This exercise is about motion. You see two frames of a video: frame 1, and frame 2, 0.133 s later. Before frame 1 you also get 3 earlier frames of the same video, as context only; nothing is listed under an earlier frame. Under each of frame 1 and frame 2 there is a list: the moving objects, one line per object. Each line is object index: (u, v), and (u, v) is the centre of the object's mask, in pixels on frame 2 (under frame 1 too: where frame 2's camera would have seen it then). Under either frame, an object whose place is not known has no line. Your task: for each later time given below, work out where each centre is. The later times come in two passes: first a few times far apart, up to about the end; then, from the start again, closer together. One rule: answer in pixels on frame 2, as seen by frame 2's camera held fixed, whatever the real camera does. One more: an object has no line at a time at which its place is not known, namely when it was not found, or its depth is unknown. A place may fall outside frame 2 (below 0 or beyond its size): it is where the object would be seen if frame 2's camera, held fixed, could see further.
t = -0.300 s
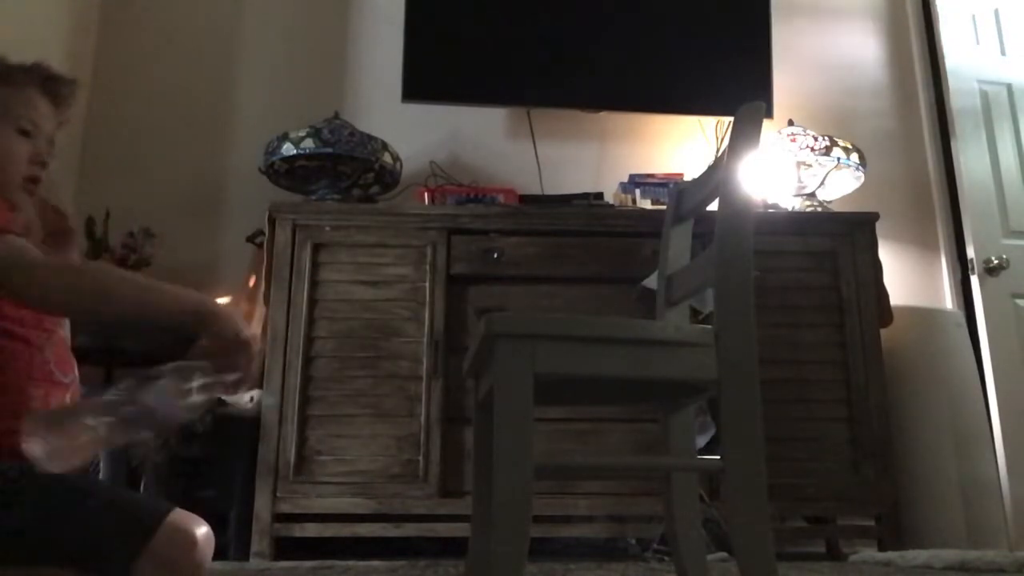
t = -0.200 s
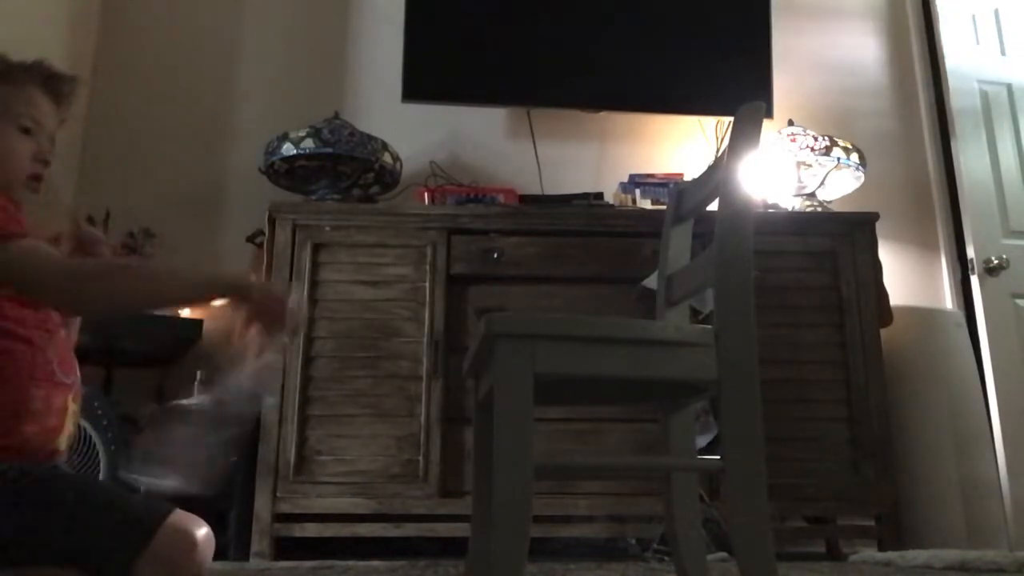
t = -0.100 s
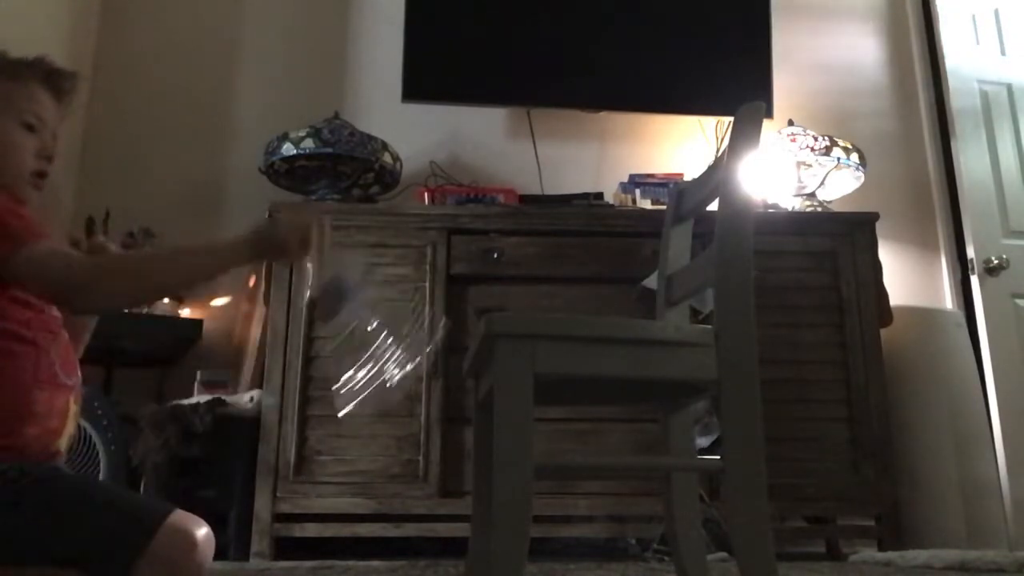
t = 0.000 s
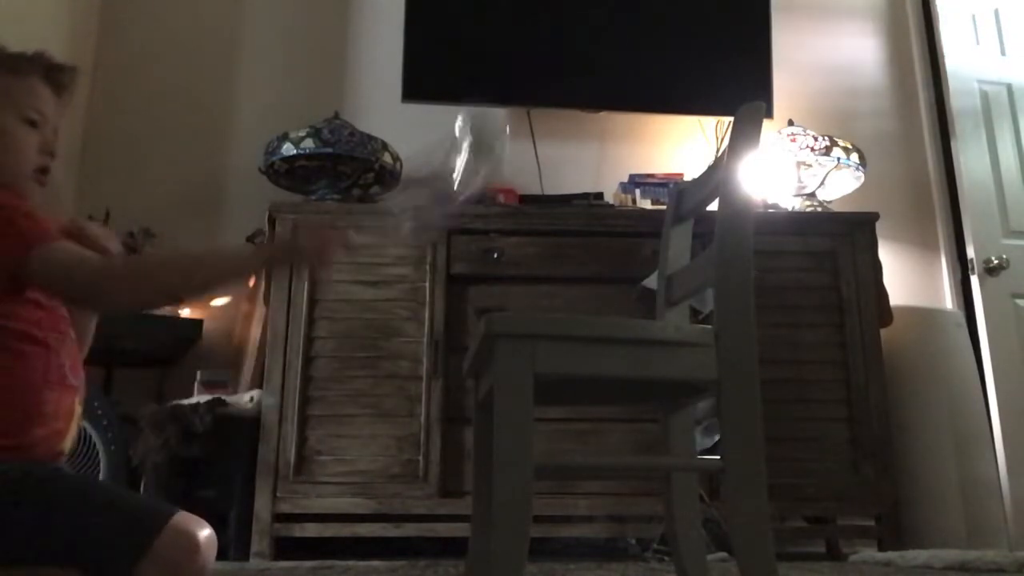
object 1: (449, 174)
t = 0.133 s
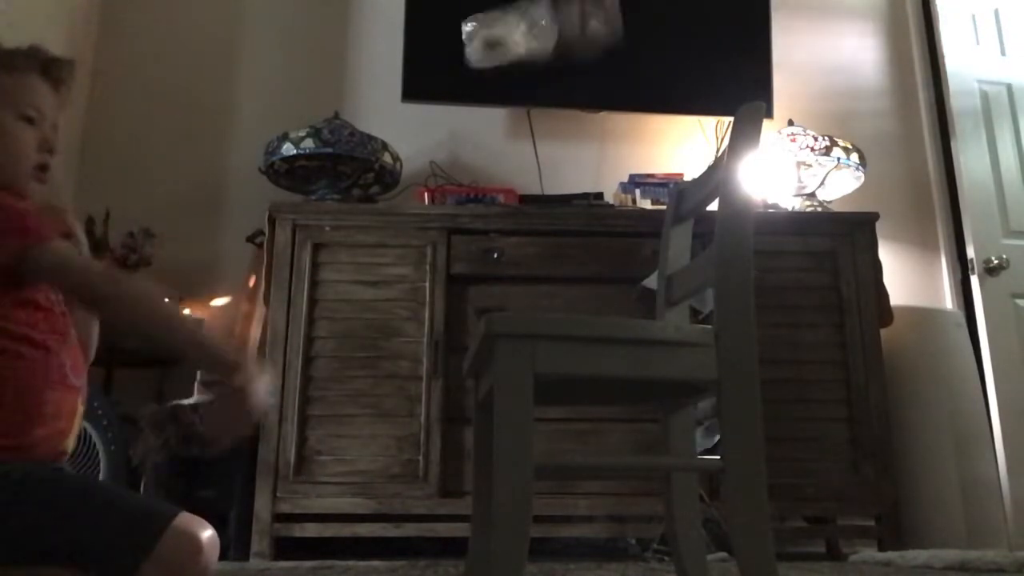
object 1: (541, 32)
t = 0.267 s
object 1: (541, 49)
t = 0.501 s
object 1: (597, 253)
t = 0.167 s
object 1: (523, 26)
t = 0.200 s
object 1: (522, 31)
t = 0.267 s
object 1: (541, 49)
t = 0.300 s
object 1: (553, 64)
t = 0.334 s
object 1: (564, 85)
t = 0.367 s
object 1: (572, 124)
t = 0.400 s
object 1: (581, 170)
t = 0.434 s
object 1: (592, 232)
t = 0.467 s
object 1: (594, 254)
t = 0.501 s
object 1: (597, 253)
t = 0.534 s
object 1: (603, 253)
